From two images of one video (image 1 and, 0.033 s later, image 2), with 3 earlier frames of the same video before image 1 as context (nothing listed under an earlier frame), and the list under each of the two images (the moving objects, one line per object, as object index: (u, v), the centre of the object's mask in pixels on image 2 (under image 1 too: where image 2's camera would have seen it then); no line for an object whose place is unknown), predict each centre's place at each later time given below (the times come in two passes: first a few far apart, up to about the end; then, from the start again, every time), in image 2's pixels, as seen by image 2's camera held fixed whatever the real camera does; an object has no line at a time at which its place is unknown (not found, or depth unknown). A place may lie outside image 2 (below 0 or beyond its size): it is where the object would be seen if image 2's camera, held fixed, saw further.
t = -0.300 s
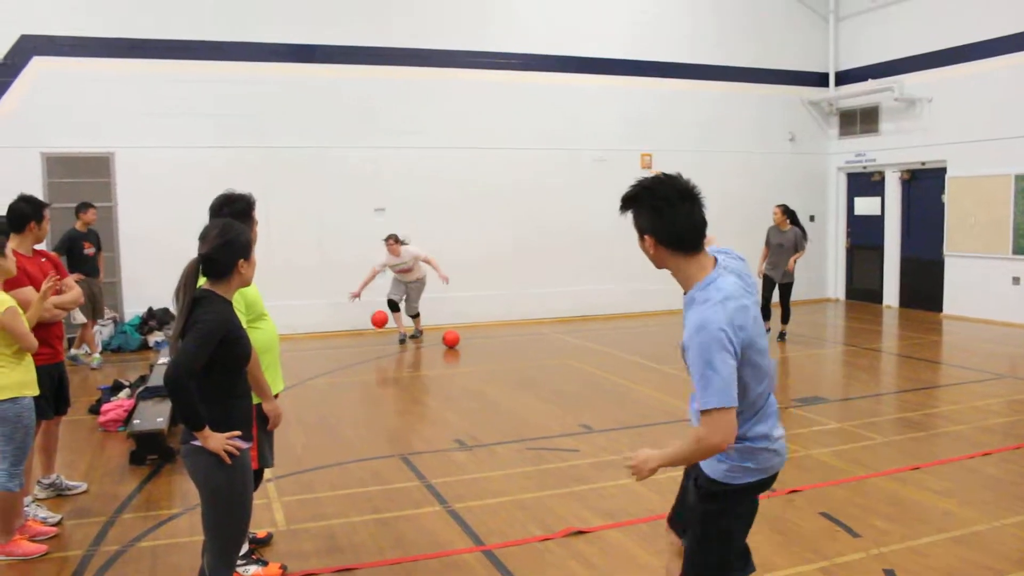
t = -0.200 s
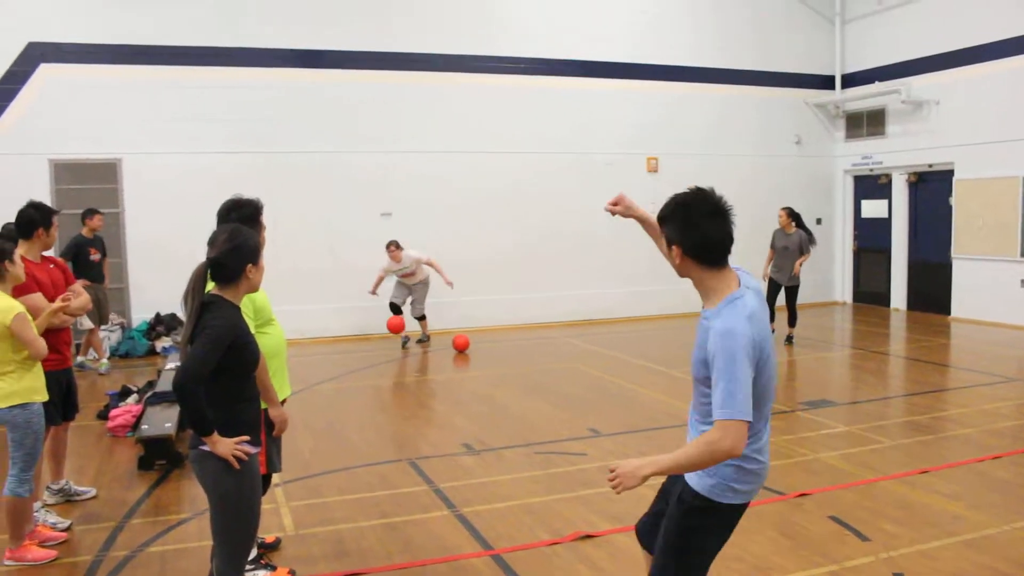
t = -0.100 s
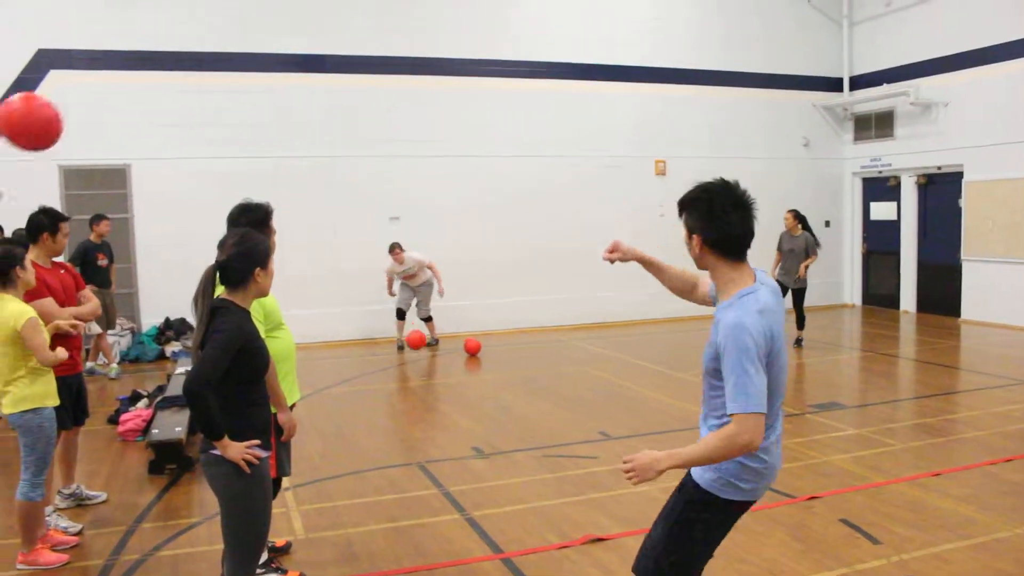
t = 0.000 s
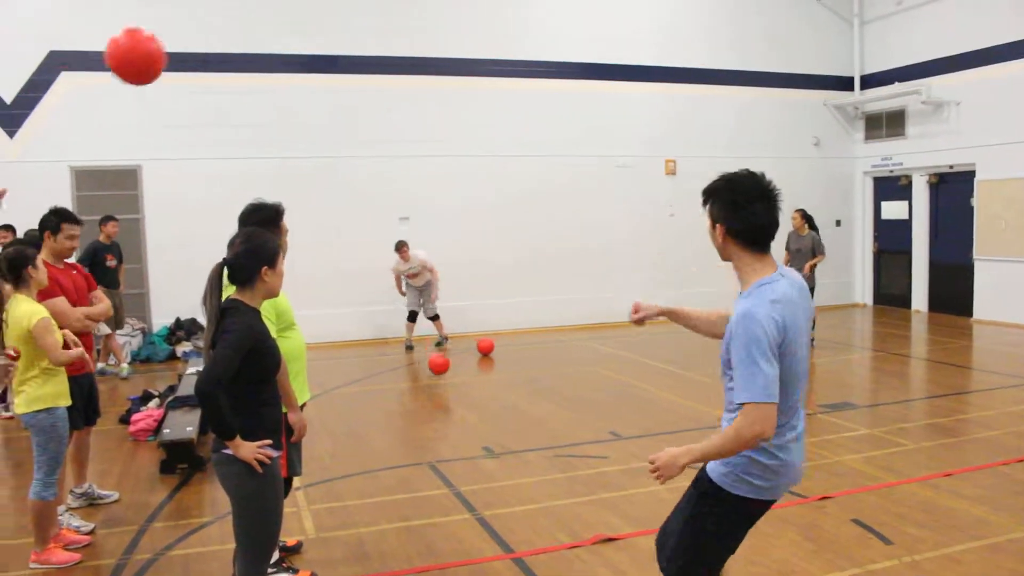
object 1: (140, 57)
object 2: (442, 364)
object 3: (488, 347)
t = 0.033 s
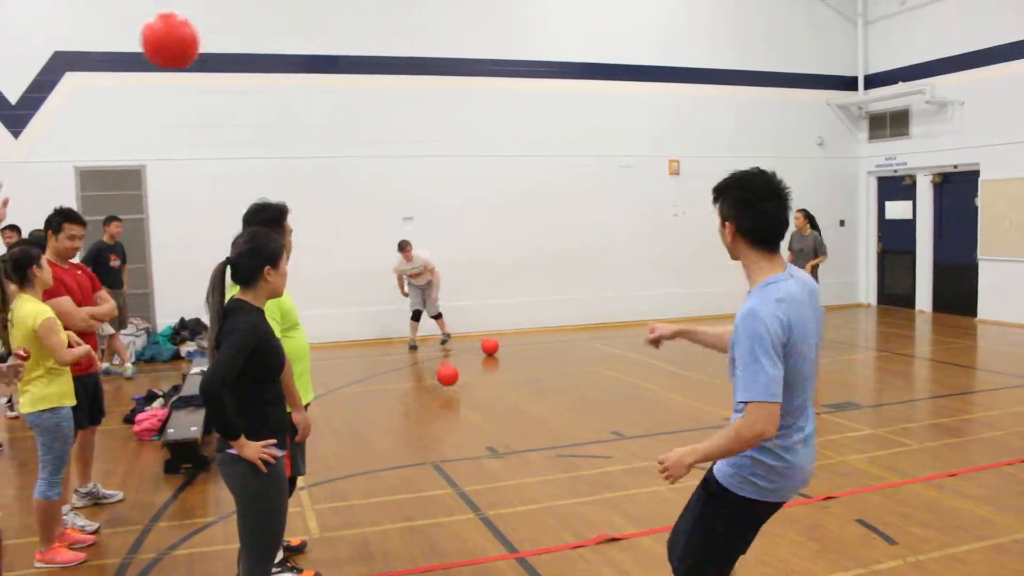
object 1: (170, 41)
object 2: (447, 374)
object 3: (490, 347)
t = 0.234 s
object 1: (339, 22)
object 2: (478, 388)
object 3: (497, 345)
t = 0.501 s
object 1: (525, 121)
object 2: (534, 438)
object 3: (501, 343)
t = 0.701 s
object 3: (501, 342)
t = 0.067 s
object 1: (200, 29)
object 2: (452, 385)
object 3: (491, 347)
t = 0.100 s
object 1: (229, 23)
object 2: (457, 383)
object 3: (493, 346)
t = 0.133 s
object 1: (258, 21)
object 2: (462, 383)
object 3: (494, 346)
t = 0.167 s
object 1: (286, 19)
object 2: (468, 384)
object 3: (495, 346)
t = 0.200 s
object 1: (313, 20)
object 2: (473, 386)
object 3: (496, 345)
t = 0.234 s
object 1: (339, 22)
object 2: (478, 388)
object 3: (497, 345)
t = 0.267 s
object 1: (365, 25)
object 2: (485, 396)
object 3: (498, 345)
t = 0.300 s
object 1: (390, 29)
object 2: (491, 403)
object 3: (499, 345)
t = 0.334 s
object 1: (415, 36)
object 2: (498, 412)
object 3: (499, 345)
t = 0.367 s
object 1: (438, 49)
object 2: (504, 423)
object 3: (500, 344)
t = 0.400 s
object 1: (461, 63)
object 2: (511, 431)
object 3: (500, 344)
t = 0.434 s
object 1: (483, 79)
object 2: (518, 431)
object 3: (501, 344)
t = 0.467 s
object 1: (505, 99)
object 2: (527, 434)
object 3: (501, 343)
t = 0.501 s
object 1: (525, 121)
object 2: (534, 438)
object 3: (501, 343)
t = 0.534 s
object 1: (546, 144)
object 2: (543, 444)
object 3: (501, 343)
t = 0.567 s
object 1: (565, 169)
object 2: (552, 452)
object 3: (501, 343)
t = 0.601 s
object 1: (584, 195)
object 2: (563, 463)
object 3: (501, 343)
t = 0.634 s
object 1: (603, 224)
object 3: (501, 343)
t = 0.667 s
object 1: (621, 255)
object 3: (501, 343)
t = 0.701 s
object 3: (501, 342)
